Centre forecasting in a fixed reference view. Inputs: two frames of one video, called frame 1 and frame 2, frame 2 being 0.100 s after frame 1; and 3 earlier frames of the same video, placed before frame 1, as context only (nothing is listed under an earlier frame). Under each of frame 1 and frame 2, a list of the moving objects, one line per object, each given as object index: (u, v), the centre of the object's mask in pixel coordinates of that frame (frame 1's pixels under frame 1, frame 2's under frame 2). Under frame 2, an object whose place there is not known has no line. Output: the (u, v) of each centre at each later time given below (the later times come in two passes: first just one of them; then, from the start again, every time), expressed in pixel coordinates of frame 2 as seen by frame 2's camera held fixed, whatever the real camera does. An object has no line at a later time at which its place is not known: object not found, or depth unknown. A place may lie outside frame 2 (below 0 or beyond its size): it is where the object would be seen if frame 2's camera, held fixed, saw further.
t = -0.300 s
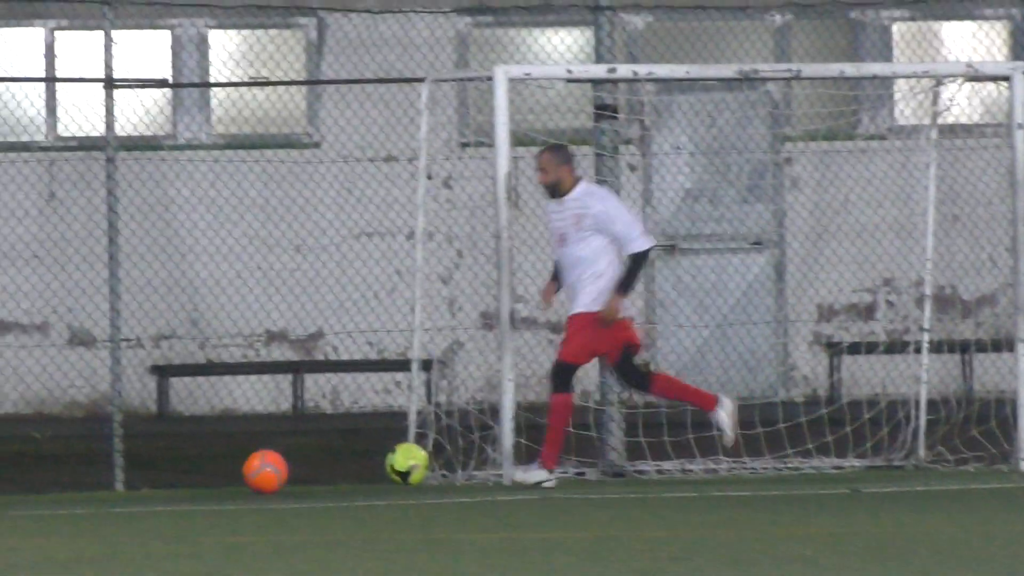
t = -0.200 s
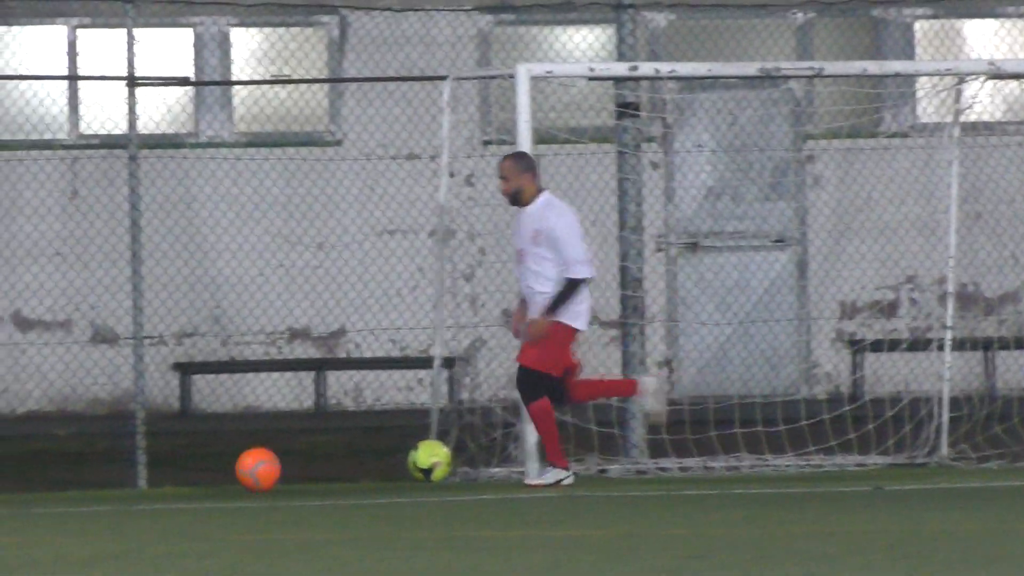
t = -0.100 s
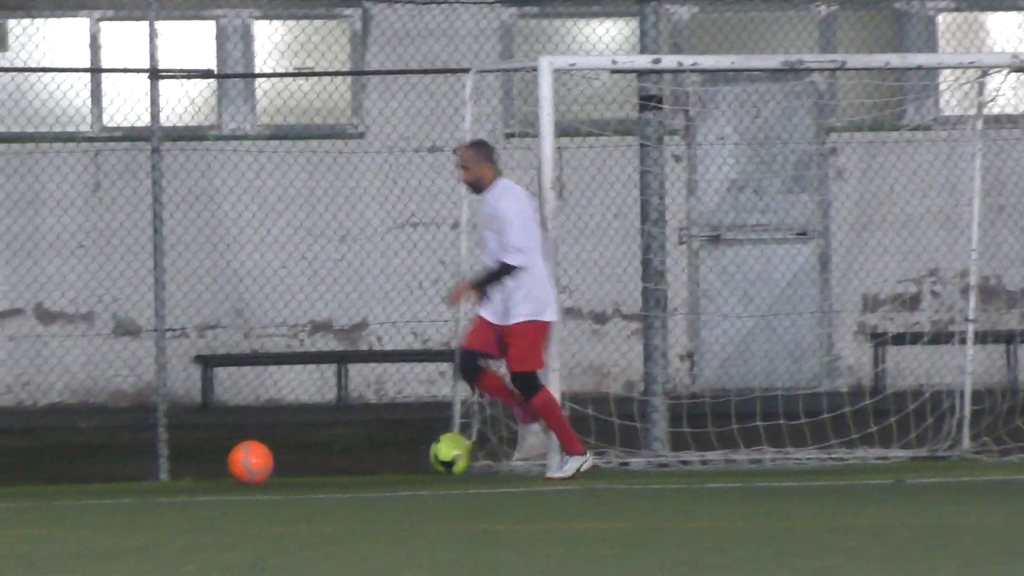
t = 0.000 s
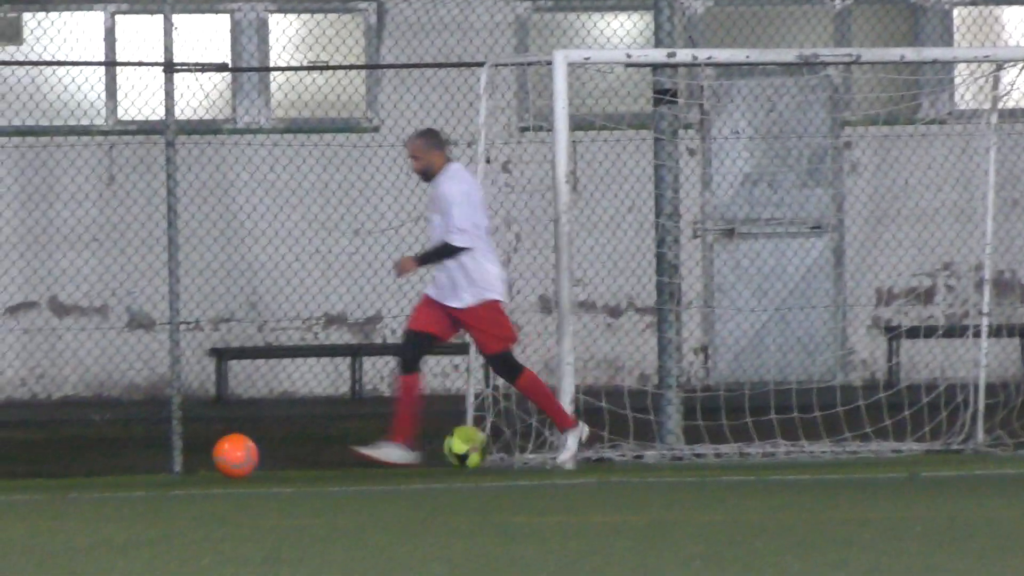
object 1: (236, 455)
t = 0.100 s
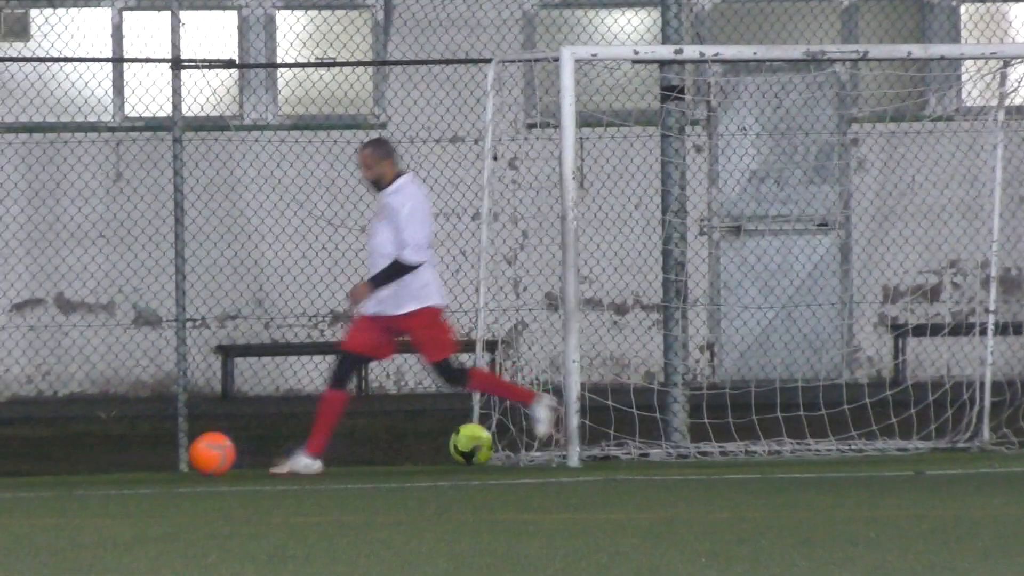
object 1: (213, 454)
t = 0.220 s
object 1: (179, 452)
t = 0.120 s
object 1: (207, 453)
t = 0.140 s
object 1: (203, 452)
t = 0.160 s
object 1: (197, 455)
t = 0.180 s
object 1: (190, 455)
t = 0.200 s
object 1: (184, 452)
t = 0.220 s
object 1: (179, 452)
